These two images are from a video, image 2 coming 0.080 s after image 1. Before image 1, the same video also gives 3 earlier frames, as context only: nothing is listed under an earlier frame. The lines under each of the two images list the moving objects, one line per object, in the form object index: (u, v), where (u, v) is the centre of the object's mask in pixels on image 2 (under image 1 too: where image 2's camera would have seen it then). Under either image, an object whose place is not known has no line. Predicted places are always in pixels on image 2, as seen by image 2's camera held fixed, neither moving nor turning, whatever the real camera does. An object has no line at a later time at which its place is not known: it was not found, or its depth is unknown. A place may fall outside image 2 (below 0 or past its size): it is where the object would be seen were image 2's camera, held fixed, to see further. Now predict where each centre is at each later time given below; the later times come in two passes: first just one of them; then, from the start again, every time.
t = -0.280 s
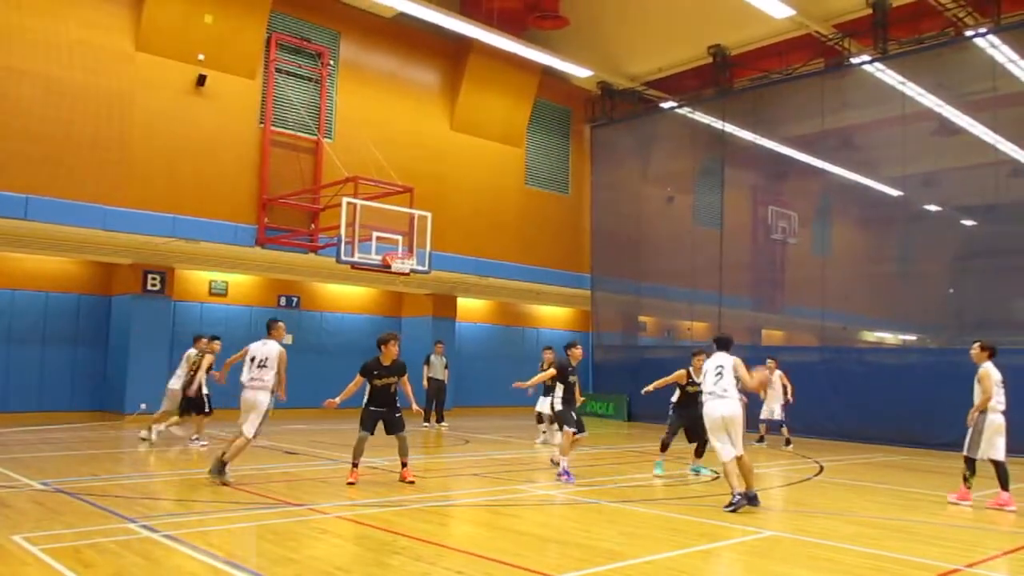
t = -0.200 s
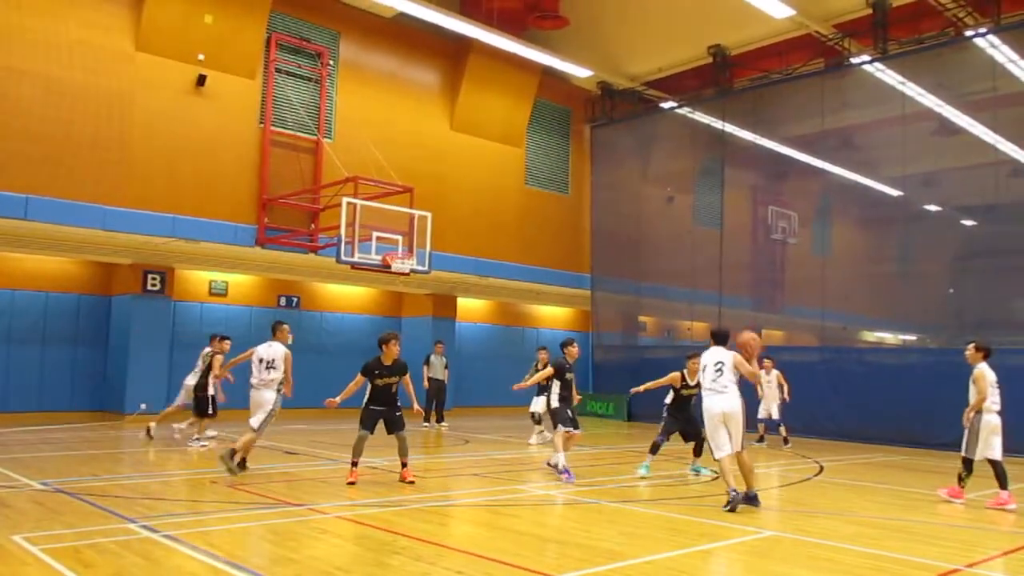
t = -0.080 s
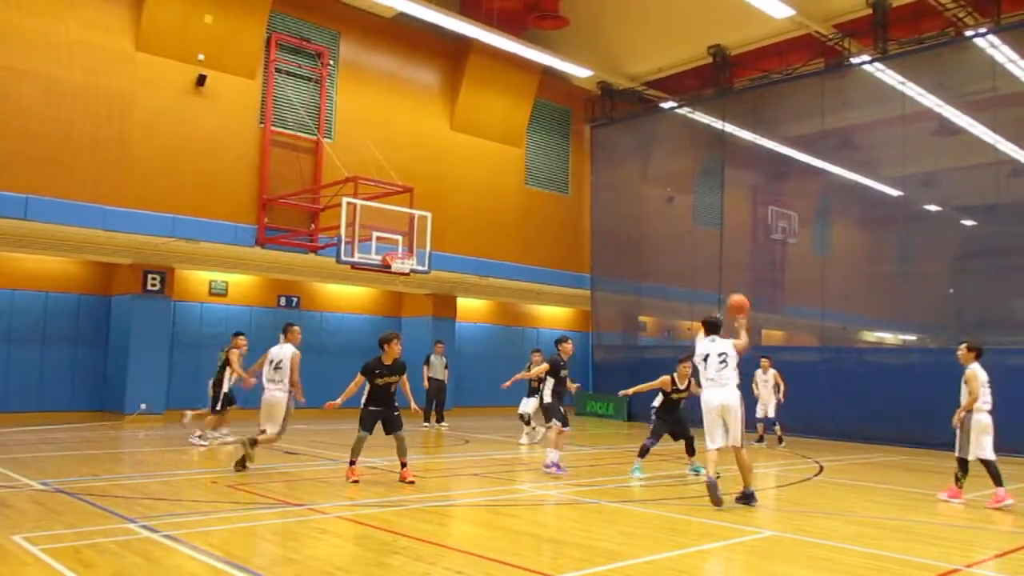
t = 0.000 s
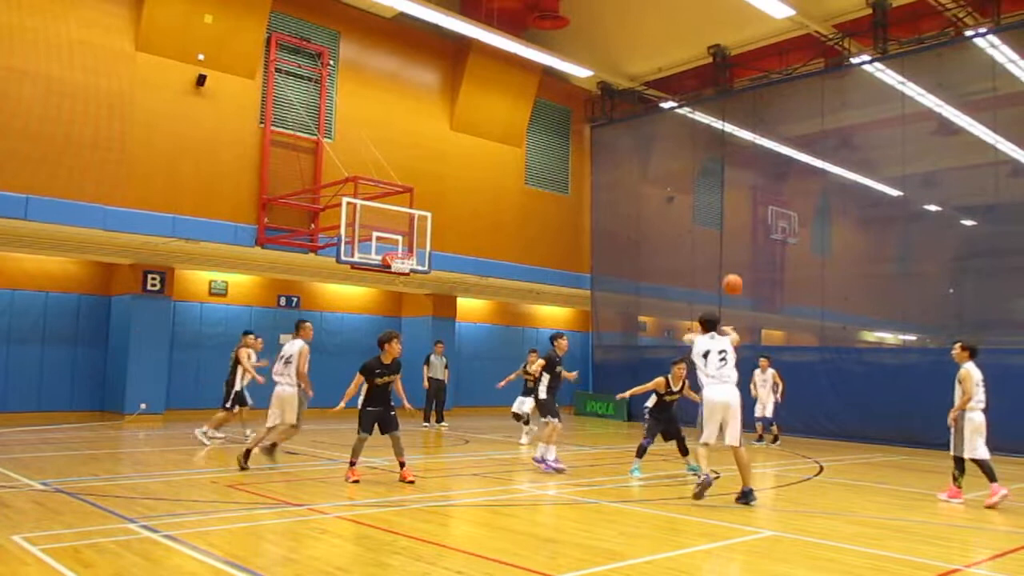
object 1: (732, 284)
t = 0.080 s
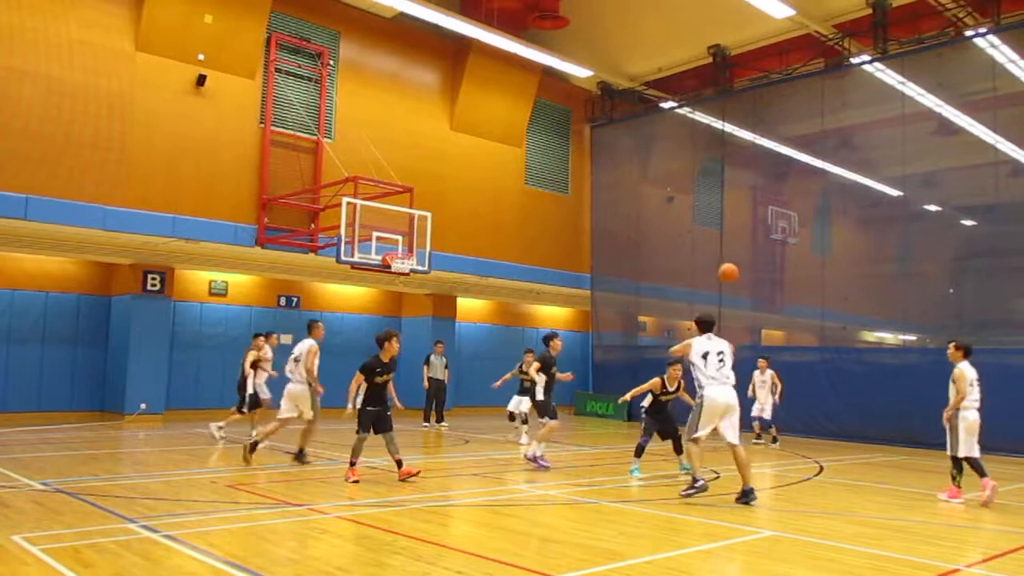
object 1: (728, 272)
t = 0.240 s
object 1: (721, 266)
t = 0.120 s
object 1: (726, 269)
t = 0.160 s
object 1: (725, 267)
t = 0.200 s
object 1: (723, 266)
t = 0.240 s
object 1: (721, 266)
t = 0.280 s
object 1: (720, 267)
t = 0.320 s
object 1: (718, 269)
